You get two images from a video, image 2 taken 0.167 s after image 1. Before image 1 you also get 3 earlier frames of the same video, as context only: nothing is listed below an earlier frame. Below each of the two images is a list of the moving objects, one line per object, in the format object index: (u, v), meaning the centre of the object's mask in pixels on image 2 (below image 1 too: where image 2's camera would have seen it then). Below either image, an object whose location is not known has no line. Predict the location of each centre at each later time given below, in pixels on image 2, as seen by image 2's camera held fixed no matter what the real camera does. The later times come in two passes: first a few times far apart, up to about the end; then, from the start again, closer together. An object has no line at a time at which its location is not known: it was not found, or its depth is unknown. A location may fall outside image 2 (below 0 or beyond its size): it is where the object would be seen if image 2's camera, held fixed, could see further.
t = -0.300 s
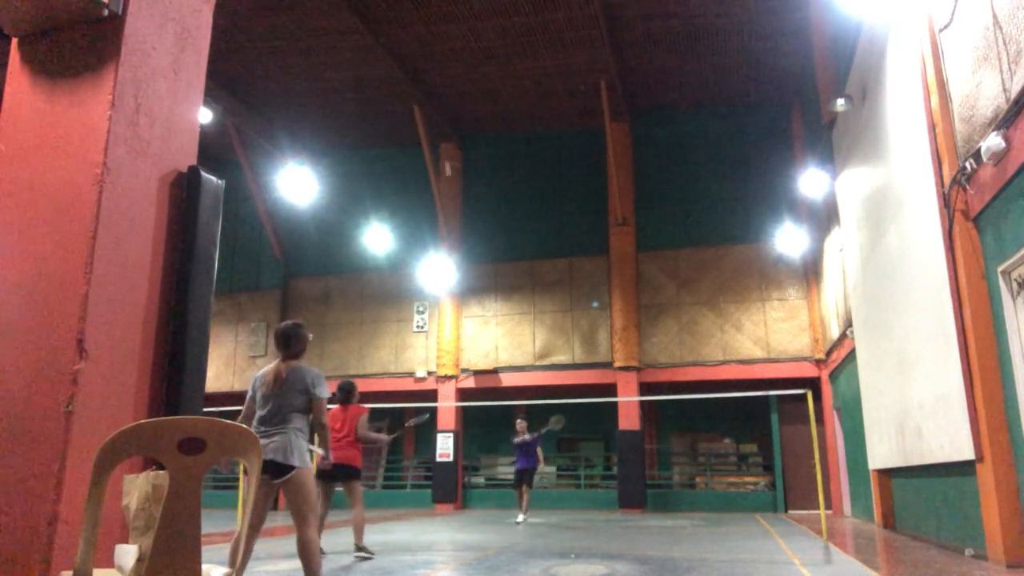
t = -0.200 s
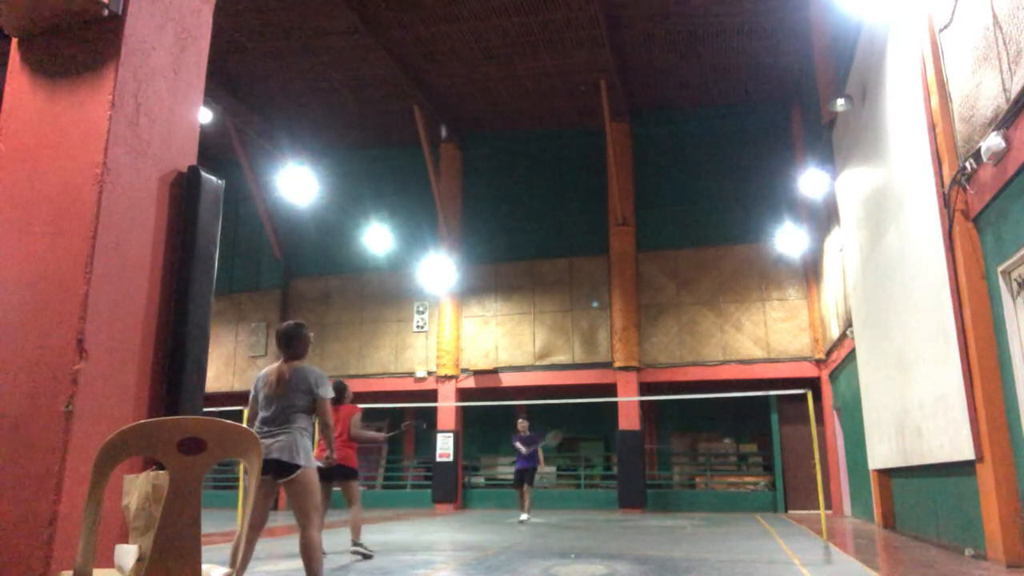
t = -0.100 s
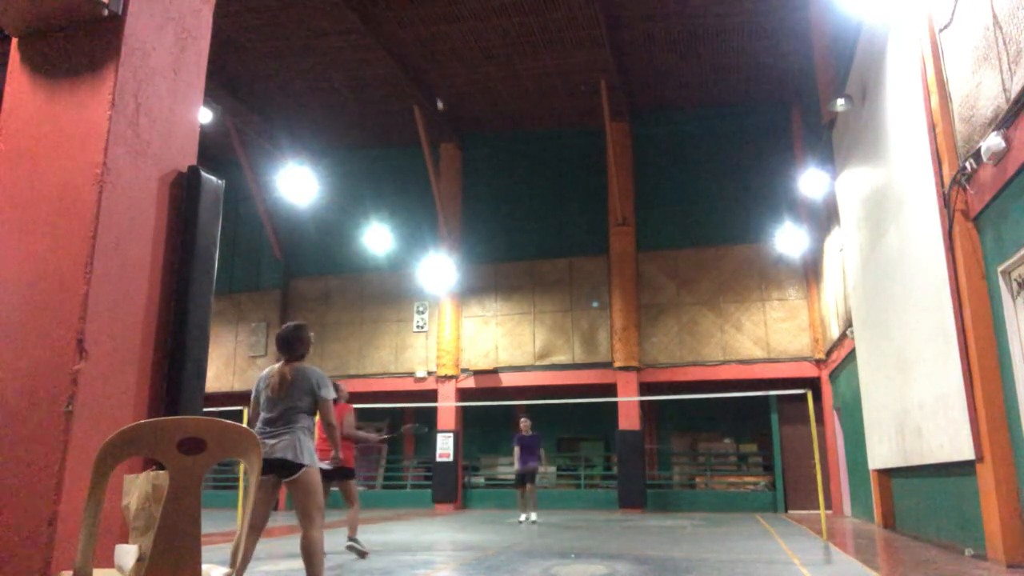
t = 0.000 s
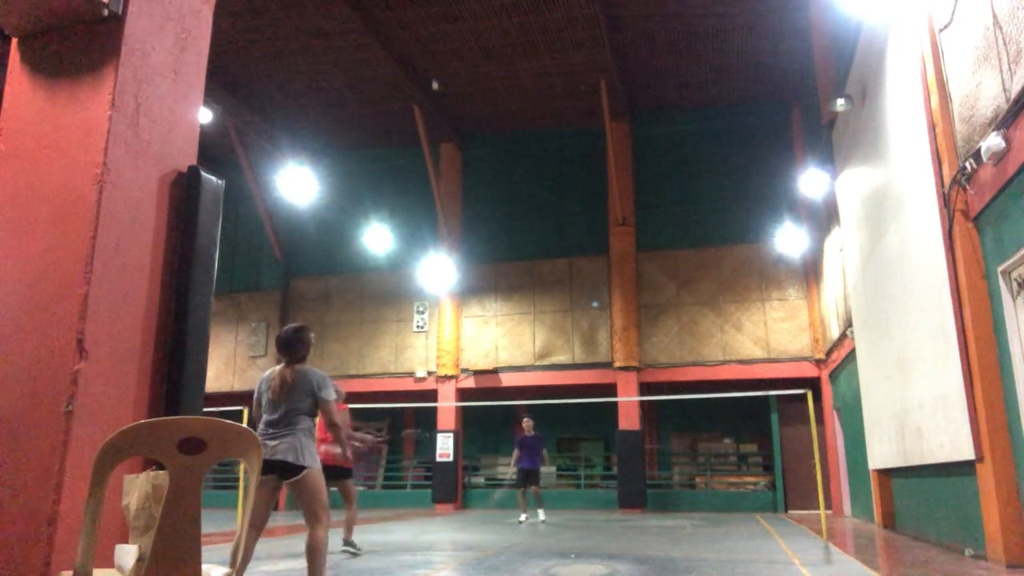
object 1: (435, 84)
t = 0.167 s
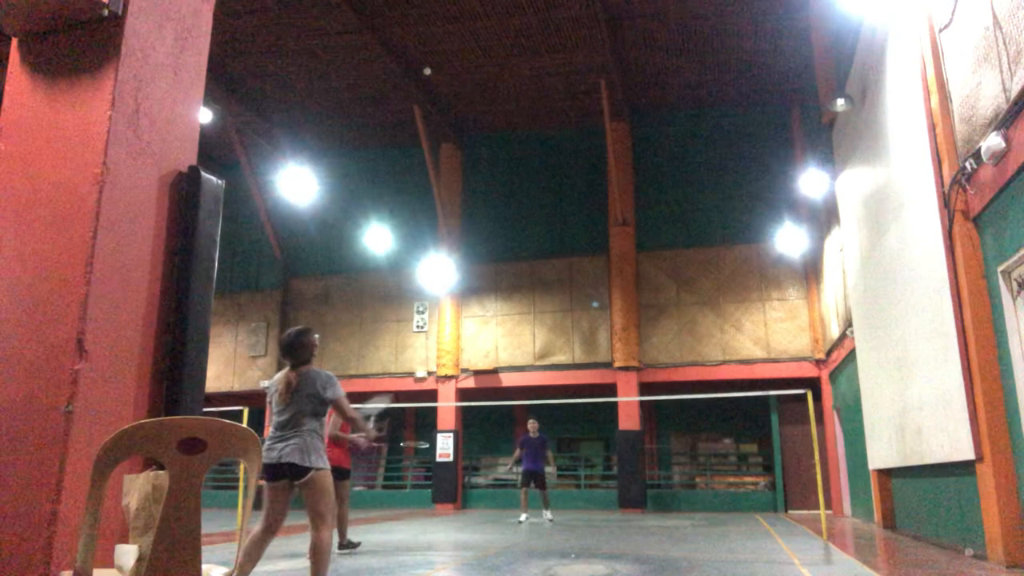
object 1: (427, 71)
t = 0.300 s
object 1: (417, 78)
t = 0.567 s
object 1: (399, 143)
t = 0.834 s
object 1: (377, 281)
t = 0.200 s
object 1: (424, 71)
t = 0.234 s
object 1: (422, 72)
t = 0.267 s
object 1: (419, 74)
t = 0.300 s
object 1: (417, 78)
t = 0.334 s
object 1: (415, 82)
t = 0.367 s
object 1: (413, 88)
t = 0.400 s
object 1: (411, 95)
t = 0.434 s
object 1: (409, 103)
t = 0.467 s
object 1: (406, 112)
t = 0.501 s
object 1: (403, 121)
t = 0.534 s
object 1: (401, 131)
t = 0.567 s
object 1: (399, 143)
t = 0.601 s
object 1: (396, 158)
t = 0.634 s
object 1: (394, 171)
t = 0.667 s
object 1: (392, 187)
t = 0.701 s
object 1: (389, 204)
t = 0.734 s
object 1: (387, 219)
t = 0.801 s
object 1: (379, 262)
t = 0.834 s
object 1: (377, 281)
